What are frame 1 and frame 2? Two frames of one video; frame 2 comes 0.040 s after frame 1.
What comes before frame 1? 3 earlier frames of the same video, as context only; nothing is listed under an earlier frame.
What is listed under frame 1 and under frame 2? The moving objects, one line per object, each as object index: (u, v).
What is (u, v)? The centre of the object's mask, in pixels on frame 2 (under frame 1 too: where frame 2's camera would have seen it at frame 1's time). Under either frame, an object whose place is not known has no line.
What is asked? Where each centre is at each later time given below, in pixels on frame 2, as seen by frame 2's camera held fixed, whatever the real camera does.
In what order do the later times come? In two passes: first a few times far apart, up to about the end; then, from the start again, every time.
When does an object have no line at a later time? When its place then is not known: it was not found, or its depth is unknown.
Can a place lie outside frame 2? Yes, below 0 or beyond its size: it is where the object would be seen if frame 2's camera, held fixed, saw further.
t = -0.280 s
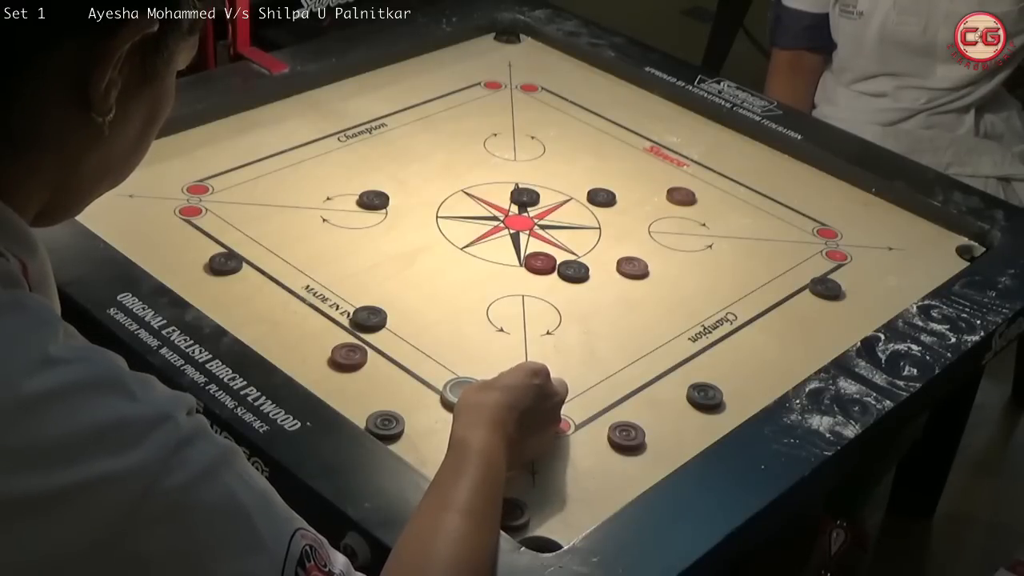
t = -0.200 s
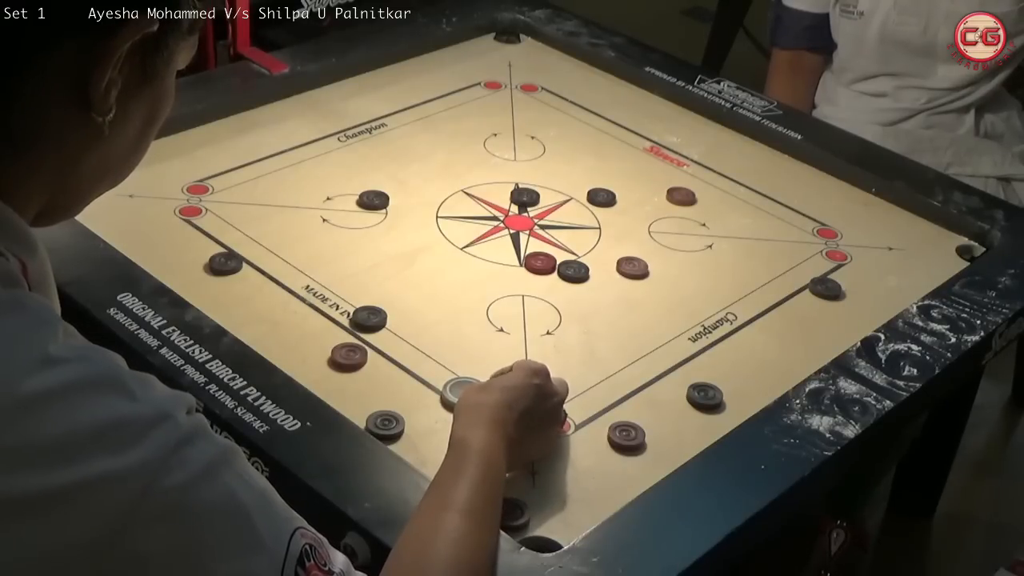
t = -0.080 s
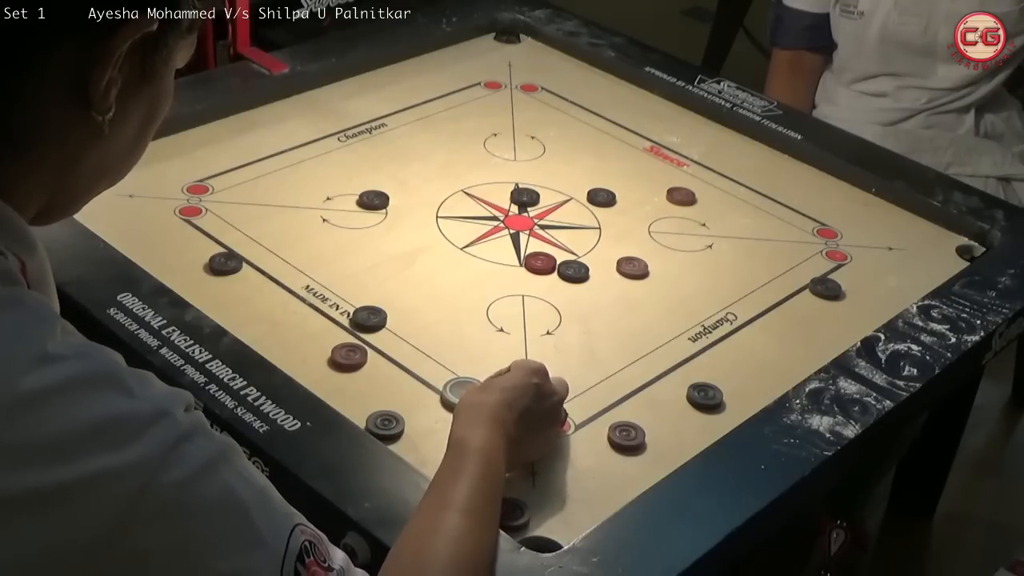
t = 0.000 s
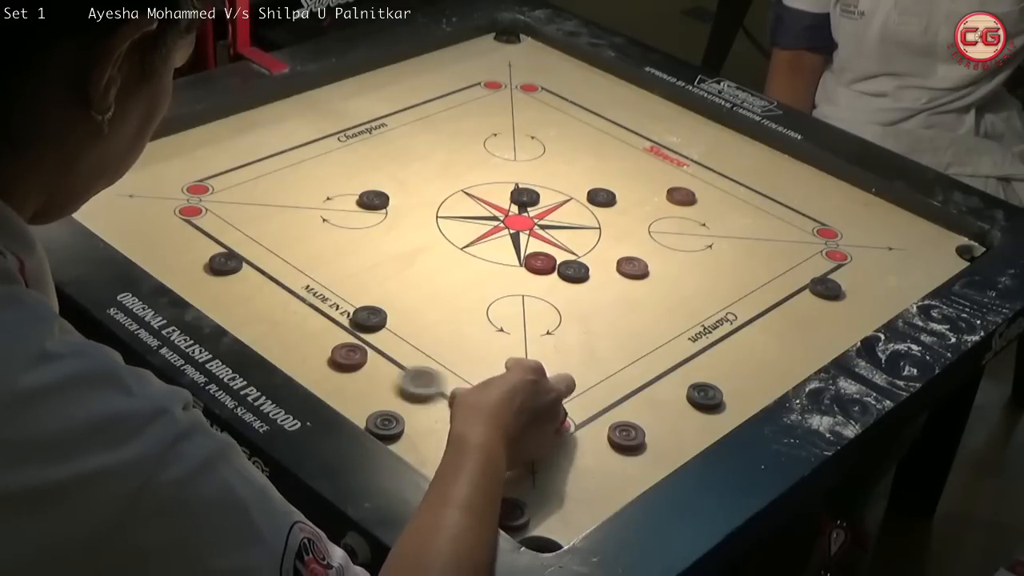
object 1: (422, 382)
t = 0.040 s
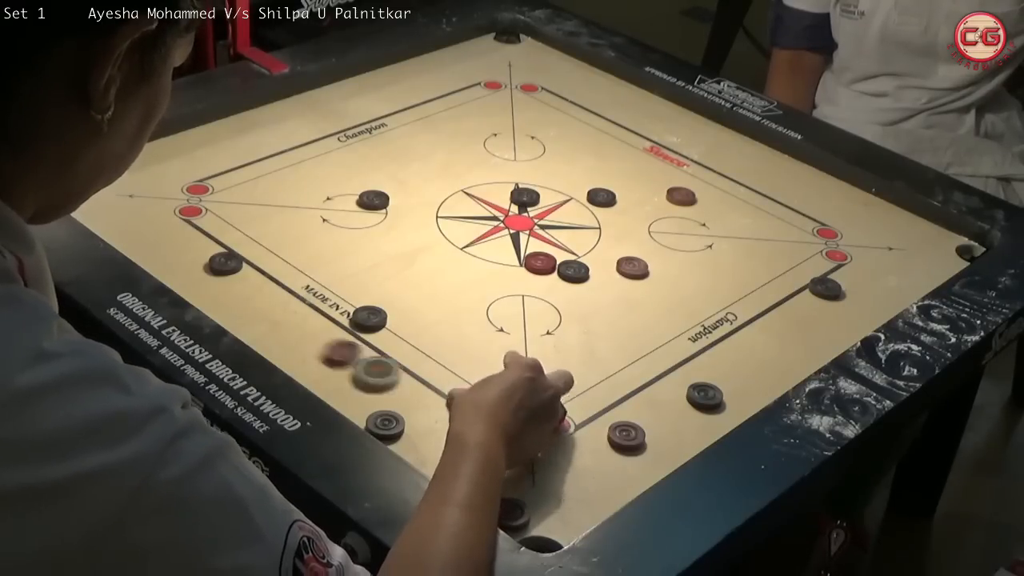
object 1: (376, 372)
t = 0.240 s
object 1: (287, 358)
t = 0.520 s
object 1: (289, 341)
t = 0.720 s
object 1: (290, 341)
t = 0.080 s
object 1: (350, 372)
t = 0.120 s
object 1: (327, 370)
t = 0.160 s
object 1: (307, 367)
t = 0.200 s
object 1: (292, 363)
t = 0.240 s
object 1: (287, 358)
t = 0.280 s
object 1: (286, 353)
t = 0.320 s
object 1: (287, 349)
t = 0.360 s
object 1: (287, 345)
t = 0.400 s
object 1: (288, 343)
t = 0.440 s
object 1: (289, 341)
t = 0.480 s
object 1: (289, 341)
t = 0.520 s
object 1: (289, 341)
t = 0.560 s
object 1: (289, 341)
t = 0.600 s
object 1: (290, 341)
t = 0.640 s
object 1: (290, 341)
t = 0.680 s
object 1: (290, 341)
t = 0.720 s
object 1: (290, 341)
